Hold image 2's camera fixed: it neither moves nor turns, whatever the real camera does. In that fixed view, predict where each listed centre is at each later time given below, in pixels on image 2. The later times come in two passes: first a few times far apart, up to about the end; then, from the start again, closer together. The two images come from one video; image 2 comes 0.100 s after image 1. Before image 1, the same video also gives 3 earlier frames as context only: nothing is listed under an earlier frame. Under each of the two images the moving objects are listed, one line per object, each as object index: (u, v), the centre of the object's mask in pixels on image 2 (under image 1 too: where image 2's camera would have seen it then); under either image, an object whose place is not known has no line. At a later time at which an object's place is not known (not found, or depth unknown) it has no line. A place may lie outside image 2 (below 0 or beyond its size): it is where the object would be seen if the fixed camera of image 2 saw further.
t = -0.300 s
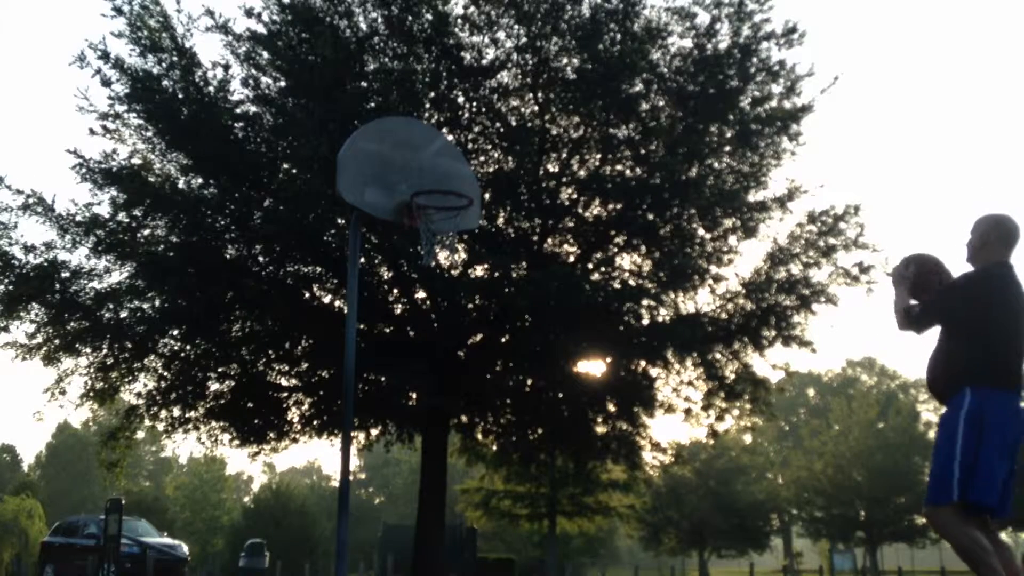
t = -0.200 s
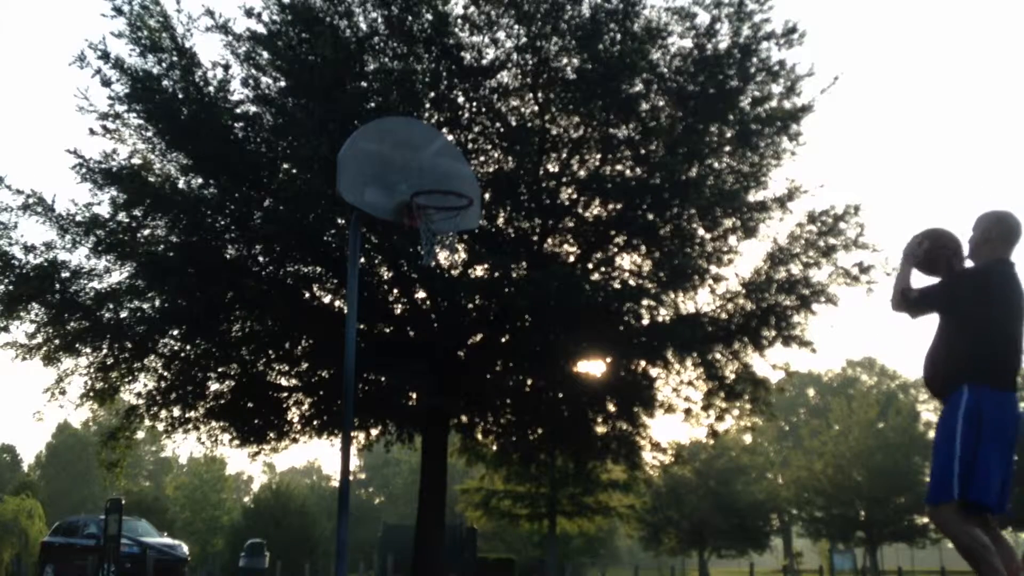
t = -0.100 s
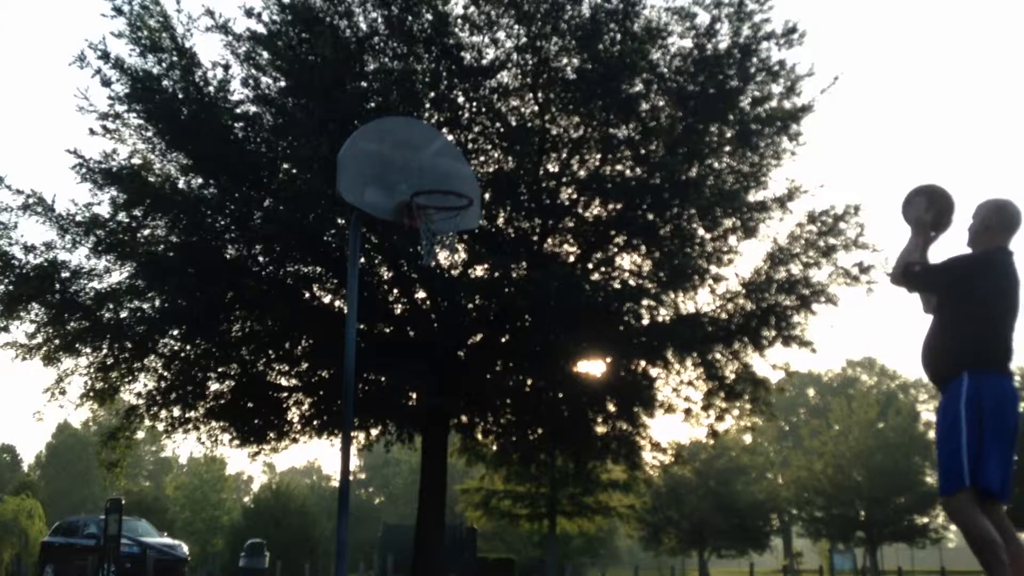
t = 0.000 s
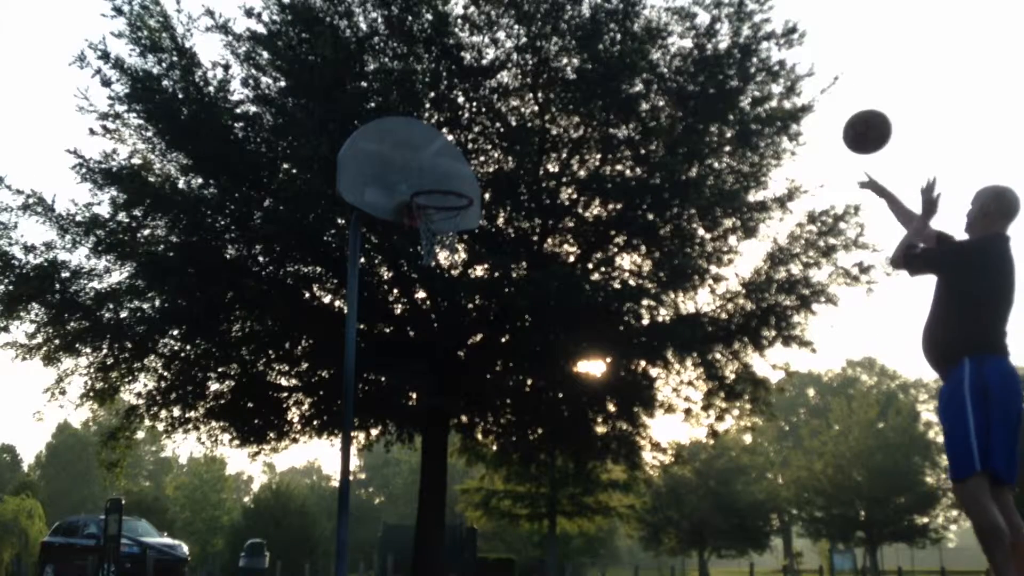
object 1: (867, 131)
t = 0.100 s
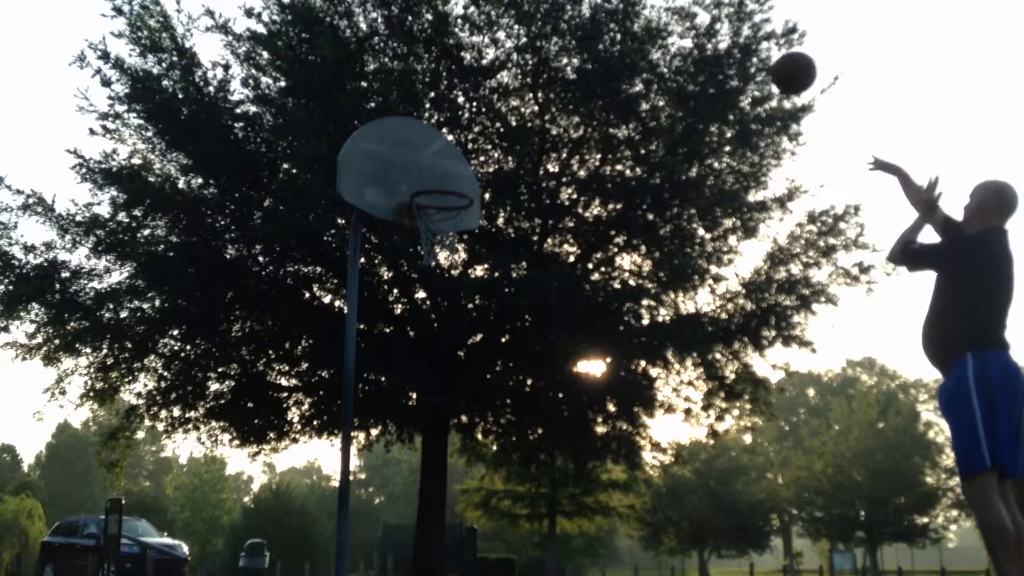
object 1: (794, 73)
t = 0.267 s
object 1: (695, 22)
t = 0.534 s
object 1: (572, 33)
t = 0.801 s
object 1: (479, 128)
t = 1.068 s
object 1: (429, 254)
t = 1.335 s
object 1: (423, 402)
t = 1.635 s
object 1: (434, 527)
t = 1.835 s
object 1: (480, 430)
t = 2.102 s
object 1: (536, 371)
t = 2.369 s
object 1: (598, 409)
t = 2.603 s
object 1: (663, 540)
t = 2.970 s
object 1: (718, 458)
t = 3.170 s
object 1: (745, 438)
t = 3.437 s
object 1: (791, 517)
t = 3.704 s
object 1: (831, 533)
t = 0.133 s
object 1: (772, 57)
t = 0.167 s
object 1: (751, 46)
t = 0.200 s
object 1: (732, 36)
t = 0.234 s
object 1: (713, 28)
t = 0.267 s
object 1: (695, 22)
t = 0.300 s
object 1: (678, 18)
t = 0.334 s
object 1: (661, 17)
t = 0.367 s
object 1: (646, 16)
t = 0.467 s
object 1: (601, 20)
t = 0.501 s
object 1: (586, 28)
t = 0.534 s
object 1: (572, 33)
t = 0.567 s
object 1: (560, 41)
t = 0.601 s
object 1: (548, 49)
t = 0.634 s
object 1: (534, 59)
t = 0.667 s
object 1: (525, 71)
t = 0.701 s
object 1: (512, 83)
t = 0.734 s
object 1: (500, 97)
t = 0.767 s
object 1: (490, 111)
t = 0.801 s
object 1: (479, 128)
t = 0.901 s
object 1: (446, 182)
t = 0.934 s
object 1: (436, 201)
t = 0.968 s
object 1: (429, 218)
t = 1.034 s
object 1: (431, 245)
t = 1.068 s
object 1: (429, 254)
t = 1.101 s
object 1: (425, 269)
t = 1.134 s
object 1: (425, 284)
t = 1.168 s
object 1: (425, 298)
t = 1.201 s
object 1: (425, 316)
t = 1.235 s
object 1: (424, 334)
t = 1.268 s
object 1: (425, 354)
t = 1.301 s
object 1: (424, 377)
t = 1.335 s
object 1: (423, 402)
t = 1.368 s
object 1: (422, 428)
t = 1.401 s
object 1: (420, 456)
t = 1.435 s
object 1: (420, 486)
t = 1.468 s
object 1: (419, 517)
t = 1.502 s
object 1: (419, 551)
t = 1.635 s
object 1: (434, 527)
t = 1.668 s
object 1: (442, 512)
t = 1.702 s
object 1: (451, 493)
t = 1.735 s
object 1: (457, 476)
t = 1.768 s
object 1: (463, 459)
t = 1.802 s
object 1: (471, 445)
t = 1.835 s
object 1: (480, 430)
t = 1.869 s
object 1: (485, 418)
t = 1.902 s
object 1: (493, 407)
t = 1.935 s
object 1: (499, 397)
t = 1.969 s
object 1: (504, 392)
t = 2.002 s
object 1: (514, 383)
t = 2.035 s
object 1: (520, 379)
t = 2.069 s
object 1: (530, 372)
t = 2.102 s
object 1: (536, 371)
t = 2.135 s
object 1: (545, 370)
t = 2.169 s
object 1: (552, 372)
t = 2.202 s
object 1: (558, 373)
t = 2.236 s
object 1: (565, 376)
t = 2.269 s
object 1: (572, 378)
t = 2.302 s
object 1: (584, 385)
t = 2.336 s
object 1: (592, 393)
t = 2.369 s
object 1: (598, 409)
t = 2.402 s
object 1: (607, 421)
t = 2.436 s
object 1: (616, 436)
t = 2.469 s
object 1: (624, 452)
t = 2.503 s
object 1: (634, 472)
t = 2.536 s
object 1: (643, 491)
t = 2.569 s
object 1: (651, 515)
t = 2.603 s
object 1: (663, 540)
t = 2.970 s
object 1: (718, 458)
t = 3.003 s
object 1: (722, 451)
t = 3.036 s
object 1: (726, 445)
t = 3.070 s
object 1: (731, 441)
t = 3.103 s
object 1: (735, 438)
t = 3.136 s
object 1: (740, 437)
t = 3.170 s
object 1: (745, 438)
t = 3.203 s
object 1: (750, 441)
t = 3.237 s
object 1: (755, 445)
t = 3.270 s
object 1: (761, 452)
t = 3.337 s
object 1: (772, 472)
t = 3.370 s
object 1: (778, 484)
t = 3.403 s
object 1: (784, 499)
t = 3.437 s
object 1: (791, 517)
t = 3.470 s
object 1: (797, 536)
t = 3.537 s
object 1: (810, 569)
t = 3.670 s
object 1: (827, 546)
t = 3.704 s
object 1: (831, 533)
